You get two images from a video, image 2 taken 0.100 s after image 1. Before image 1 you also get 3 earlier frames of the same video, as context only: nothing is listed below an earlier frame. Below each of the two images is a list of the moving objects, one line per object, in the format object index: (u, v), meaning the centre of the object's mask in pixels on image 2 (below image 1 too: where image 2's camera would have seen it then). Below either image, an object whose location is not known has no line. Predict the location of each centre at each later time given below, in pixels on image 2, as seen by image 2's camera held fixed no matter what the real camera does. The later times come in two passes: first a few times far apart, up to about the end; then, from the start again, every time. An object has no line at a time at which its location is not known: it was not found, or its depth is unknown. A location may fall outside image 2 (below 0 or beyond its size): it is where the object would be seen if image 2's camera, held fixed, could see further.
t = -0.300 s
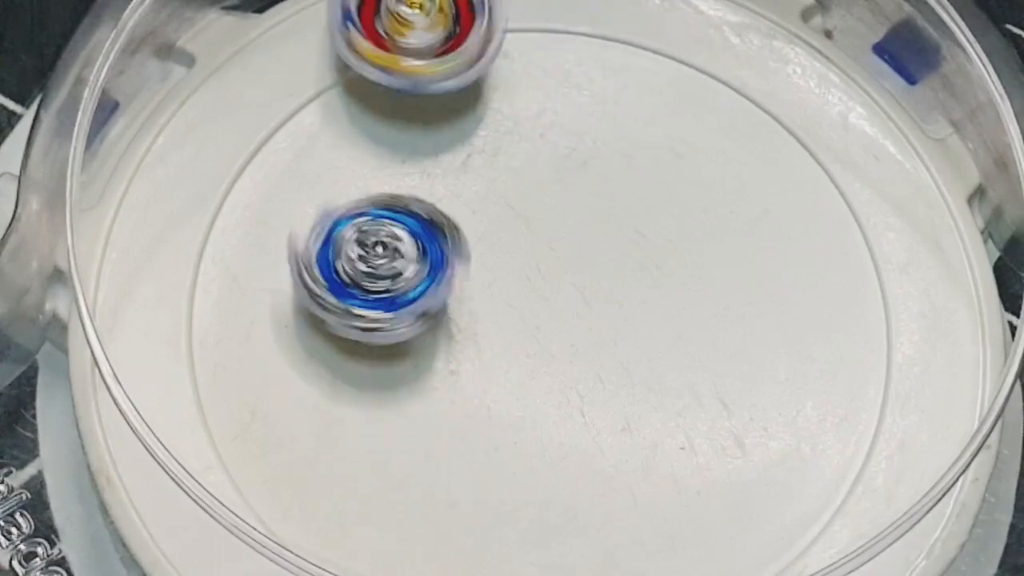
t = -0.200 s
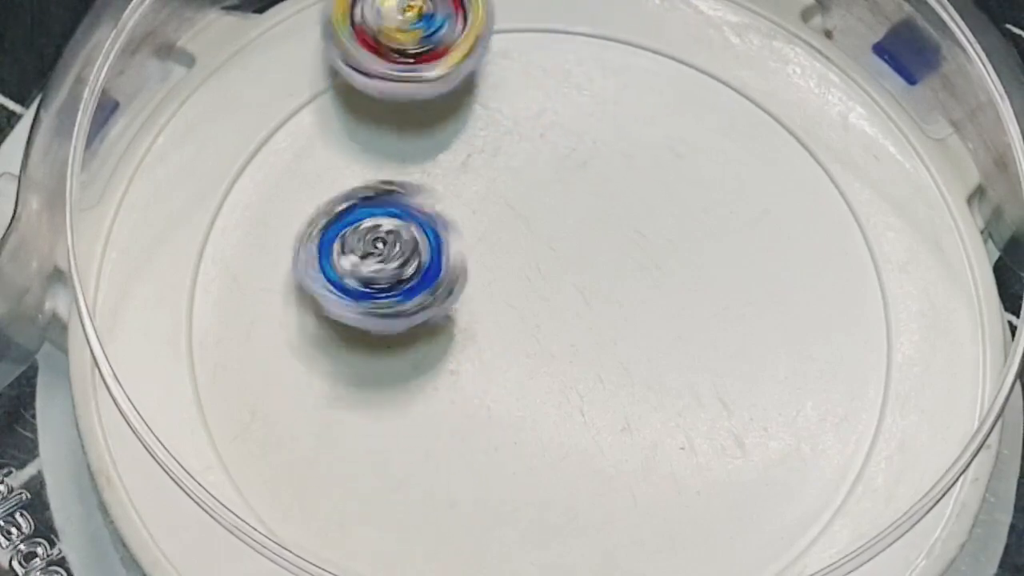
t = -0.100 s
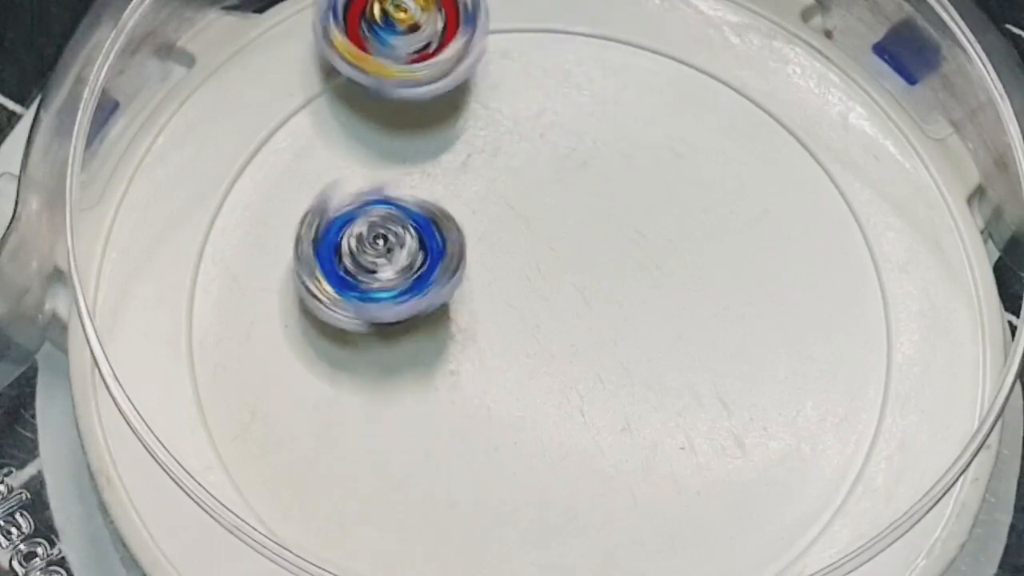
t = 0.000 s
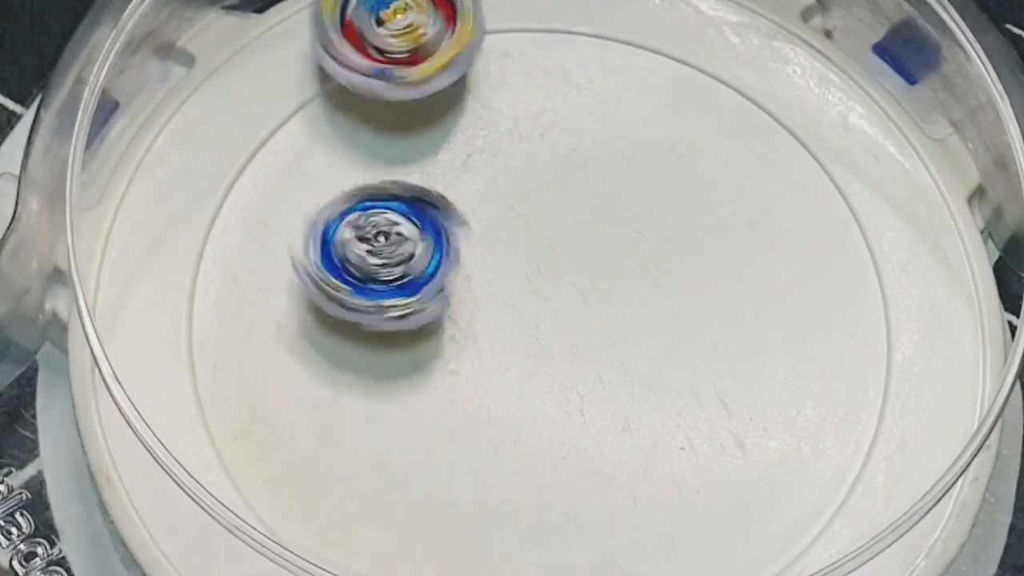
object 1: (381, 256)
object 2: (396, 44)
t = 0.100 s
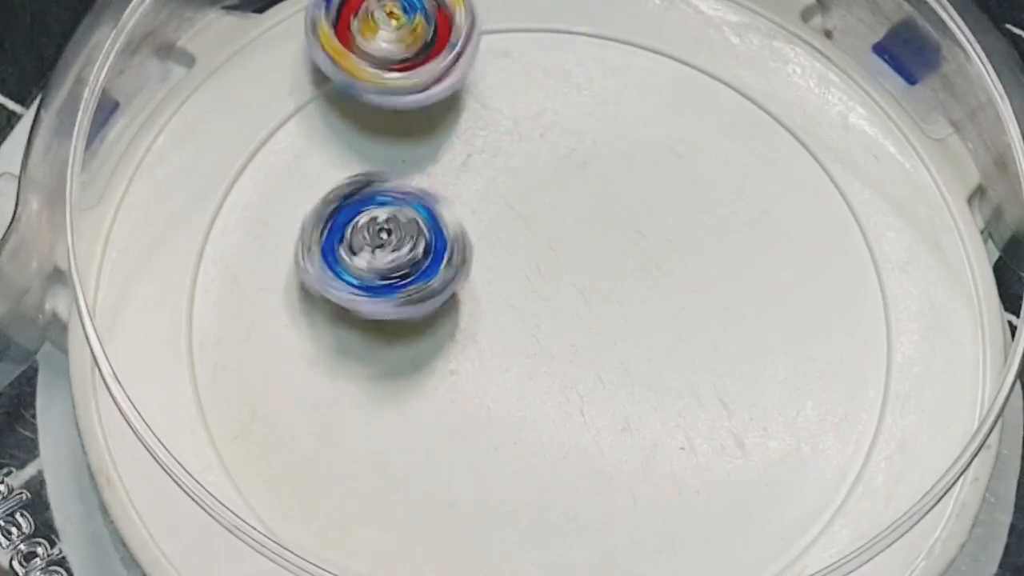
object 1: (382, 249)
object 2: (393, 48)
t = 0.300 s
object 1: (388, 242)
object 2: (380, 49)
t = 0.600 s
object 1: (393, 233)
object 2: (362, 54)
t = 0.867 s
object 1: (400, 223)
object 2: (347, 63)
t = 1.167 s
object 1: (403, 212)
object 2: (333, 67)
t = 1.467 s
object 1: (409, 203)
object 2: (315, 75)
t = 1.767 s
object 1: (794, 200)
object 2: (638, 545)
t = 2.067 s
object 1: (667, 68)
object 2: (797, 388)
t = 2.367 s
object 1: (350, 33)
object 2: (530, 390)
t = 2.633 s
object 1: (520, 107)
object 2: (649, 539)
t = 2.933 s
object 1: (599, 210)
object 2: (703, 391)
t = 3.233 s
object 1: (544, 63)
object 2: (483, 419)
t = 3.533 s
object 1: (587, 225)
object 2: (443, 414)
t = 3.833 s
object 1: (450, 208)
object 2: (440, 533)
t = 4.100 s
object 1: (526, 147)
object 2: (582, 404)
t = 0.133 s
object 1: (381, 249)
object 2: (389, 50)
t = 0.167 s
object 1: (382, 250)
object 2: (386, 50)
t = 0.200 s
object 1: (382, 248)
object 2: (384, 48)
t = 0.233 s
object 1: (386, 248)
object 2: (382, 47)
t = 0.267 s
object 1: (387, 245)
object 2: (381, 48)
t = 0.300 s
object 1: (388, 242)
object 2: (380, 49)
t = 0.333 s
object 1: (388, 240)
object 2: (377, 50)
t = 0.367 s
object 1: (386, 238)
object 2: (376, 50)
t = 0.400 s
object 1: (385, 239)
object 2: (376, 50)
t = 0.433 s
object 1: (385, 238)
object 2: (374, 51)
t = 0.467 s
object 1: (385, 238)
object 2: (373, 54)
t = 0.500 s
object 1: (388, 240)
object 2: (369, 56)
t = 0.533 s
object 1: (391, 238)
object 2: (365, 56)
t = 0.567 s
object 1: (393, 235)
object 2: (363, 55)
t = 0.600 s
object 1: (393, 233)
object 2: (362, 54)
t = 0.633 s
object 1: (392, 230)
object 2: (360, 55)
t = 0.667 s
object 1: (390, 228)
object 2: (359, 56)
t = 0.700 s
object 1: (391, 228)
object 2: (357, 57)
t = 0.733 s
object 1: (394, 231)
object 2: (355, 57)
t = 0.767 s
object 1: (395, 230)
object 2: (356, 57)
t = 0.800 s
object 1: (397, 228)
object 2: (353, 59)
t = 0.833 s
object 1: (399, 225)
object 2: (352, 60)
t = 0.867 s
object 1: (400, 223)
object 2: (347, 63)
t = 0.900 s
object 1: (397, 220)
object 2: (344, 64)
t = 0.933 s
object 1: (396, 219)
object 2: (342, 63)
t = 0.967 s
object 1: (395, 220)
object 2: (340, 62)
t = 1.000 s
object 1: (397, 220)
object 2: (339, 62)
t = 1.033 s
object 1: (400, 221)
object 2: (337, 63)
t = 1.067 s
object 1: (403, 220)
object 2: (336, 64)
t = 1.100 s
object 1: (405, 216)
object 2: (335, 65)
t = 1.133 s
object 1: (405, 216)
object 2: (334, 65)
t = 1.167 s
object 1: (403, 212)
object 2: (333, 67)
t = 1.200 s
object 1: (403, 211)
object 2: (331, 69)
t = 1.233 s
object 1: (405, 214)
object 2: (327, 72)
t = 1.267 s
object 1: (405, 212)
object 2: (324, 73)
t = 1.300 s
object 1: (409, 212)
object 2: (323, 72)
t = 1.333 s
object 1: (410, 210)
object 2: (321, 72)
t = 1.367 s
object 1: (412, 208)
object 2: (319, 72)
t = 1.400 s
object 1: (411, 204)
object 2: (317, 73)
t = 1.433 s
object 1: (410, 203)
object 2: (315, 75)
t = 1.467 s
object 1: (409, 203)
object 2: (315, 75)
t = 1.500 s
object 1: (440, 172)
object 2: (257, 123)
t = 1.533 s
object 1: (478, 149)
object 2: (212, 183)
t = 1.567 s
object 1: (523, 133)
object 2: (191, 260)
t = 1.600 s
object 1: (570, 124)
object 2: (201, 345)
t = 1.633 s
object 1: (619, 123)
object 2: (239, 424)
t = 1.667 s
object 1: (667, 129)
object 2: (294, 500)
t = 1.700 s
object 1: (712, 145)
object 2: (387, 532)
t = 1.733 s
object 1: (755, 168)
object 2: (508, 549)
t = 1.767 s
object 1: (794, 200)
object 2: (638, 545)
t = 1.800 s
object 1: (823, 240)
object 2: (761, 526)
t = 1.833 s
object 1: (844, 285)
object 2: (851, 477)
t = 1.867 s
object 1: (847, 254)
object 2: (895, 452)
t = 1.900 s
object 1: (839, 193)
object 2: (931, 472)
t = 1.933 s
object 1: (821, 146)
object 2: (933, 481)
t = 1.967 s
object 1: (785, 115)
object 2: (910, 457)
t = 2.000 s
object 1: (742, 94)
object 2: (869, 431)
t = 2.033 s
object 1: (703, 76)
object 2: (843, 414)
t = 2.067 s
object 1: (667, 68)
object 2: (797, 388)
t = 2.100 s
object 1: (628, 68)
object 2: (756, 361)
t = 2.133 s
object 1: (591, 68)
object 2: (709, 334)
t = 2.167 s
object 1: (563, 76)
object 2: (669, 307)
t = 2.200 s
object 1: (531, 91)
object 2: (623, 284)
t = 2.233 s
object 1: (506, 102)
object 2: (583, 263)
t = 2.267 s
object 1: (479, 102)
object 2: (552, 264)
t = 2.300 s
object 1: (425, 65)
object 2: (544, 304)
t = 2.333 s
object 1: (389, 47)
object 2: (534, 348)
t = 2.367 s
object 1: (350, 33)
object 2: (530, 390)
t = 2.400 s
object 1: (337, 29)
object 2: (526, 436)
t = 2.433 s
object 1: (355, 32)
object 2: (531, 480)
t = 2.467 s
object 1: (372, 40)
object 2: (543, 505)
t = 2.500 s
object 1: (403, 45)
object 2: (557, 522)
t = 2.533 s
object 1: (428, 53)
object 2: (582, 533)
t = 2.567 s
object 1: (458, 69)
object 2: (604, 541)
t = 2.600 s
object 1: (491, 85)
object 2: (625, 543)
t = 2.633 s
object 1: (520, 107)
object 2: (649, 539)
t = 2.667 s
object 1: (549, 134)
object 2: (670, 529)
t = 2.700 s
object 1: (579, 155)
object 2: (686, 515)
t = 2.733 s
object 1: (602, 174)
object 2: (699, 503)
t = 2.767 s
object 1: (620, 195)
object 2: (708, 480)
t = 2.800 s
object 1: (635, 213)
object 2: (714, 446)
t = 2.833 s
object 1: (642, 227)
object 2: (715, 418)
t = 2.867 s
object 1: (639, 237)
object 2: (710, 389)
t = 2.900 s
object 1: (621, 226)
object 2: (710, 387)
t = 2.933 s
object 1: (599, 210)
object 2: (703, 391)
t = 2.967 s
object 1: (579, 190)
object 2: (687, 394)
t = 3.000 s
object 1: (562, 172)
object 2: (667, 396)
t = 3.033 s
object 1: (546, 154)
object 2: (647, 401)
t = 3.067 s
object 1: (539, 136)
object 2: (617, 406)
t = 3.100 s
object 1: (532, 118)
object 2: (589, 410)
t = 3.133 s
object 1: (531, 98)
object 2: (563, 412)
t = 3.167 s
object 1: (530, 83)
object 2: (534, 418)
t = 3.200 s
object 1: (534, 69)
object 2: (507, 419)
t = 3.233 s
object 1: (544, 63)
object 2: (483, 419)
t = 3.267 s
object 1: (557, 60)
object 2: (467, 417)
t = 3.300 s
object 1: (575, 59)
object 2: (450, 419)
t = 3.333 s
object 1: (593, 61)
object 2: (437, 417)
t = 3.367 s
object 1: (607, 69)
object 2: (428, 416)
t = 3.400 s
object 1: (617, 93)
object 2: (429, 414)
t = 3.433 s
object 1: (620, 125)
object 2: (429, 416)
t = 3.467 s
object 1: (617, 161)
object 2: (430, 415)
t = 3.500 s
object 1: (603, 194)
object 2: (436, 415)
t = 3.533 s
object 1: (587, 225)
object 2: (443, 414)
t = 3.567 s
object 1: (563, 252)
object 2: (455, 415)
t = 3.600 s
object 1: (537, 273)
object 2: (462, 420)
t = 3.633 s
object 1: (535, 263)
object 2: (441, 449)
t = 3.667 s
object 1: (530, 255)
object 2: (423, 480)
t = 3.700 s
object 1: (522, 248)
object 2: (409, 503)
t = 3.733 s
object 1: (506, 240)
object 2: (400, 515)
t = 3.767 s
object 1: (488, 230)
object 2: (403, 526)
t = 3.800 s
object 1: (468, 221)
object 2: (419, 533)
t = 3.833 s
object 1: (450, 208)
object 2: (440, 533)
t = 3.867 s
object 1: (440, 195)
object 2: (463, 530)
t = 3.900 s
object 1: (433, 180)
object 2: (489, 525)
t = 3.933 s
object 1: (436, 163)
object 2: (515, 519)
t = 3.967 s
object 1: (441, 148)
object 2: (539, 511)
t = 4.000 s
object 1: (455, 134)
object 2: (561, 499)
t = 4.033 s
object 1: (475, 130)
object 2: (577, 473)
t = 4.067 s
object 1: (498, 132)
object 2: (583, 441)
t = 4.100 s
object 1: (526, 147)
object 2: (582, 404)
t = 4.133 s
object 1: (547, 167)
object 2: (574, 367)
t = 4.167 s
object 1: (567, 187)
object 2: (560, 337)
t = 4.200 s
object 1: (616, 109)
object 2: (504, 408)
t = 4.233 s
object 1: (657, 52)
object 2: (447, 474)
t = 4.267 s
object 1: (693, 29)
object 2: (399, 514)
